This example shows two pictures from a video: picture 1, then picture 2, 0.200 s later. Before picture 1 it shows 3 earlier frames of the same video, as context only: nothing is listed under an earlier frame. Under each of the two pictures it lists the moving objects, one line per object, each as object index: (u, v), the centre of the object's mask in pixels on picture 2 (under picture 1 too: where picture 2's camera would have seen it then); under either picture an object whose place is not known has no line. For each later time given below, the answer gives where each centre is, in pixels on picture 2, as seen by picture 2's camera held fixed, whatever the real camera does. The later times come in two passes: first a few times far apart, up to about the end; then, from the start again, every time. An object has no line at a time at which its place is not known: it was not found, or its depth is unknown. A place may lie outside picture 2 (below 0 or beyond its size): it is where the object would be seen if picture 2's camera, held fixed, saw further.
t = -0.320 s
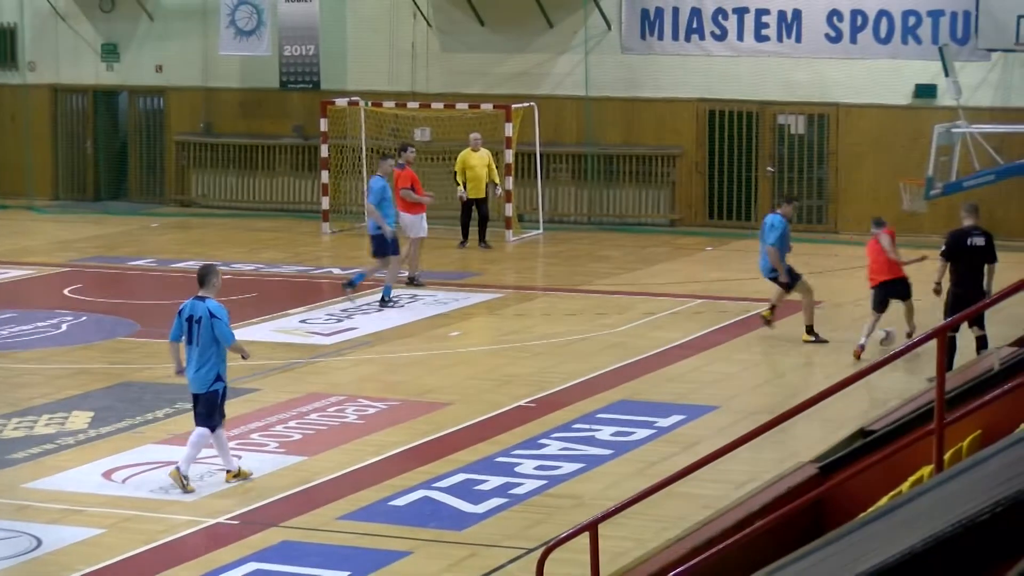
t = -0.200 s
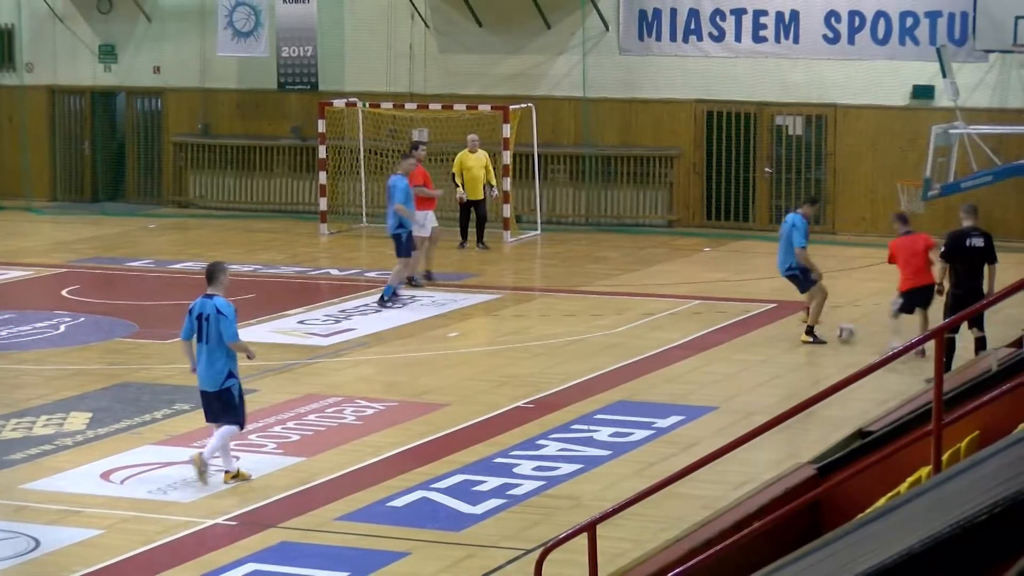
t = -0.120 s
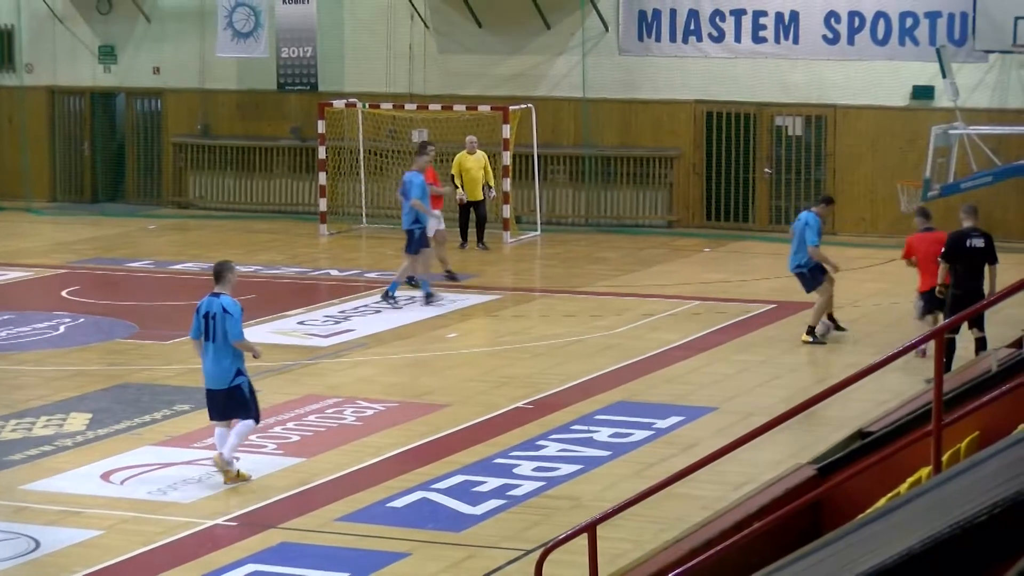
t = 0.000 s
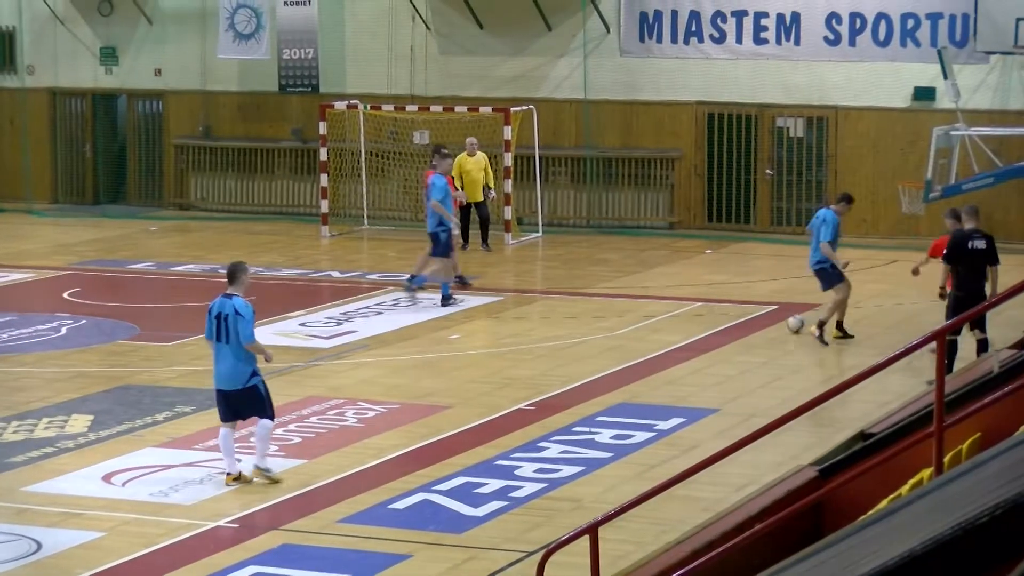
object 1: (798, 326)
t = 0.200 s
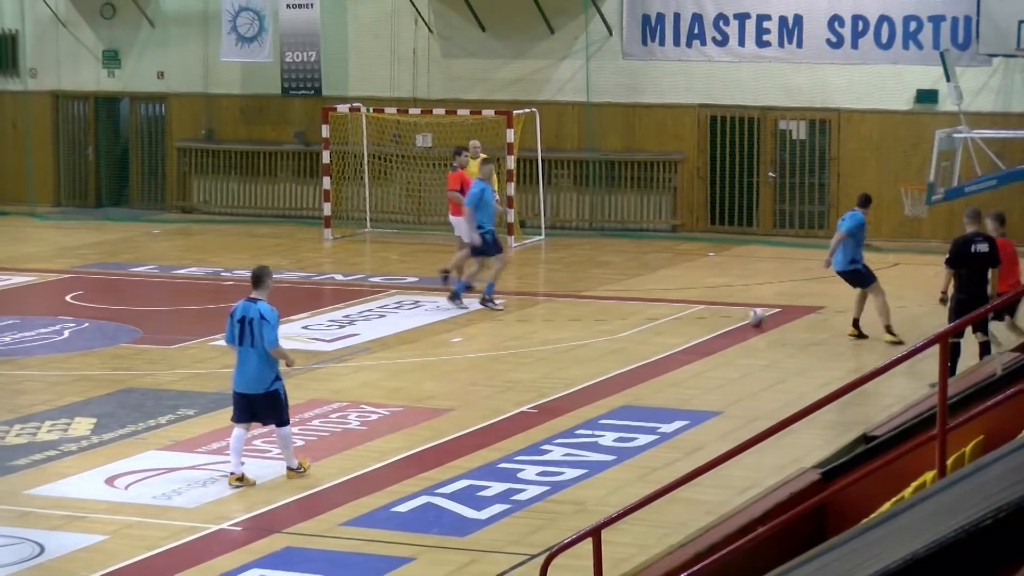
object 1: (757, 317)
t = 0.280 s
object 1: (741, 315)
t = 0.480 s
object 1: (706, 307)
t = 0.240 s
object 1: (750, 315)
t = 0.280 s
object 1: (741, 315)
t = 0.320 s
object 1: (734, 312)
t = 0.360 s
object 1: (728, 311)
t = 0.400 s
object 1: (720, 309)
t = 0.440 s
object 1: (713, 308)
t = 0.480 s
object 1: (706, 307)
